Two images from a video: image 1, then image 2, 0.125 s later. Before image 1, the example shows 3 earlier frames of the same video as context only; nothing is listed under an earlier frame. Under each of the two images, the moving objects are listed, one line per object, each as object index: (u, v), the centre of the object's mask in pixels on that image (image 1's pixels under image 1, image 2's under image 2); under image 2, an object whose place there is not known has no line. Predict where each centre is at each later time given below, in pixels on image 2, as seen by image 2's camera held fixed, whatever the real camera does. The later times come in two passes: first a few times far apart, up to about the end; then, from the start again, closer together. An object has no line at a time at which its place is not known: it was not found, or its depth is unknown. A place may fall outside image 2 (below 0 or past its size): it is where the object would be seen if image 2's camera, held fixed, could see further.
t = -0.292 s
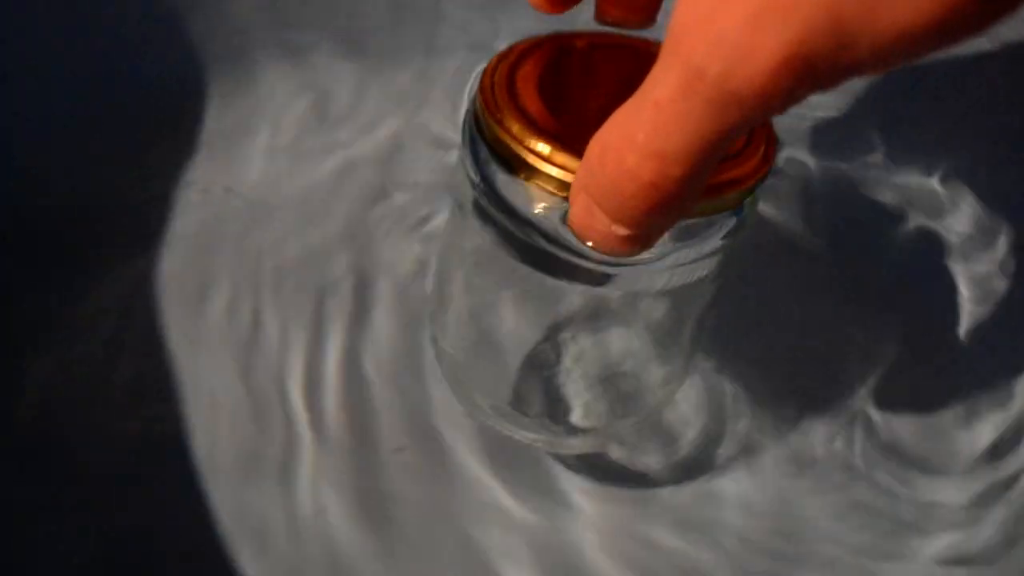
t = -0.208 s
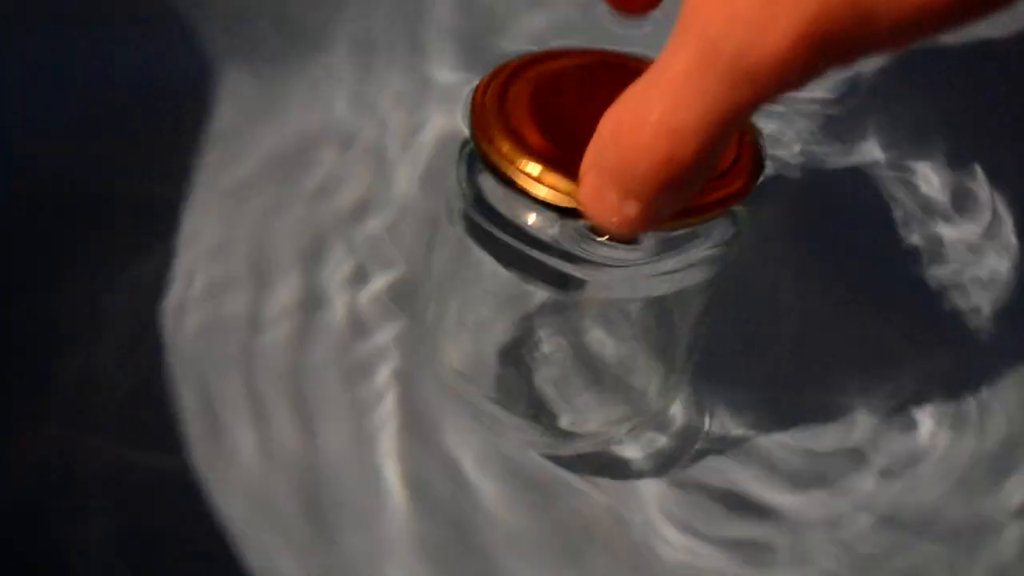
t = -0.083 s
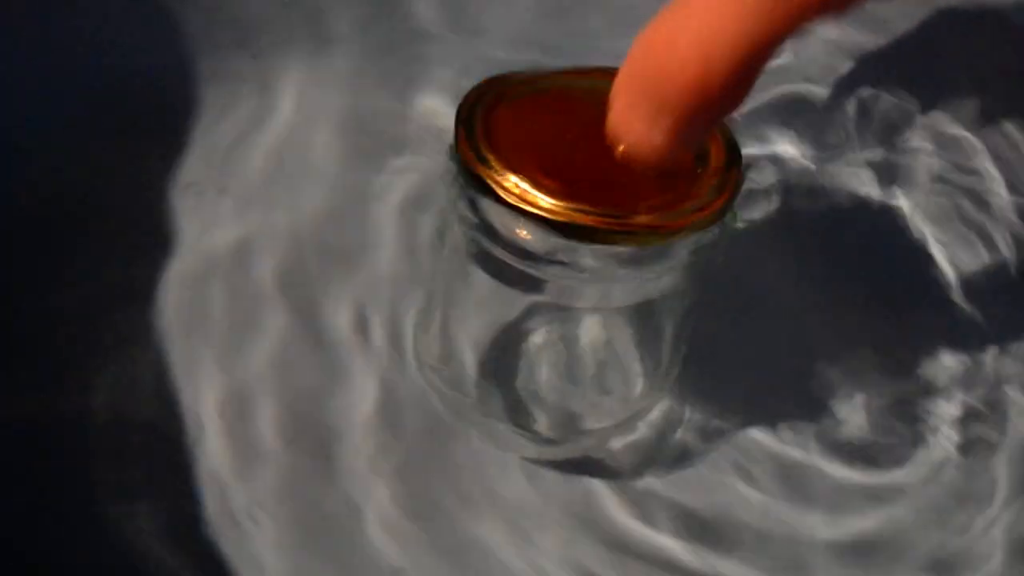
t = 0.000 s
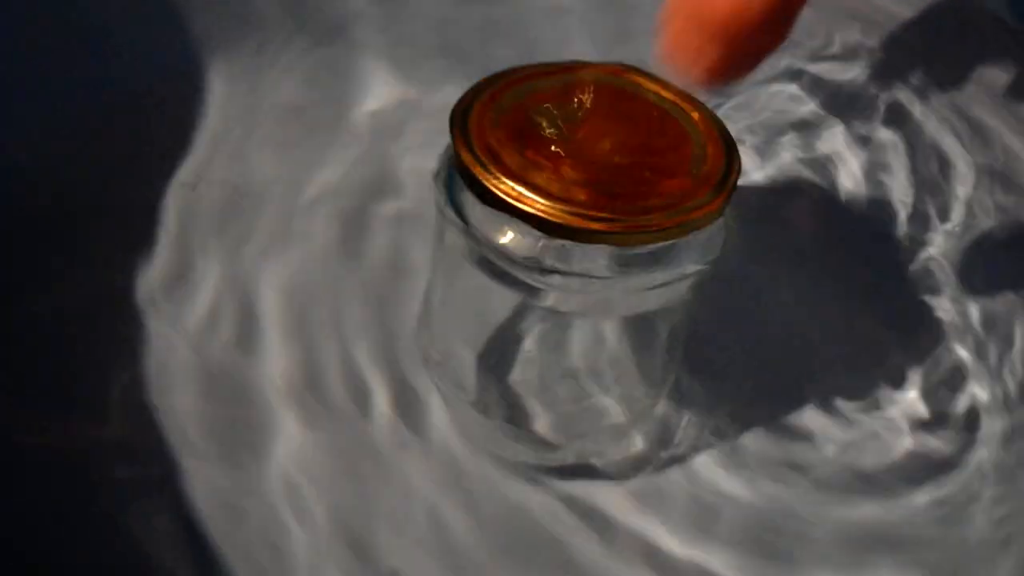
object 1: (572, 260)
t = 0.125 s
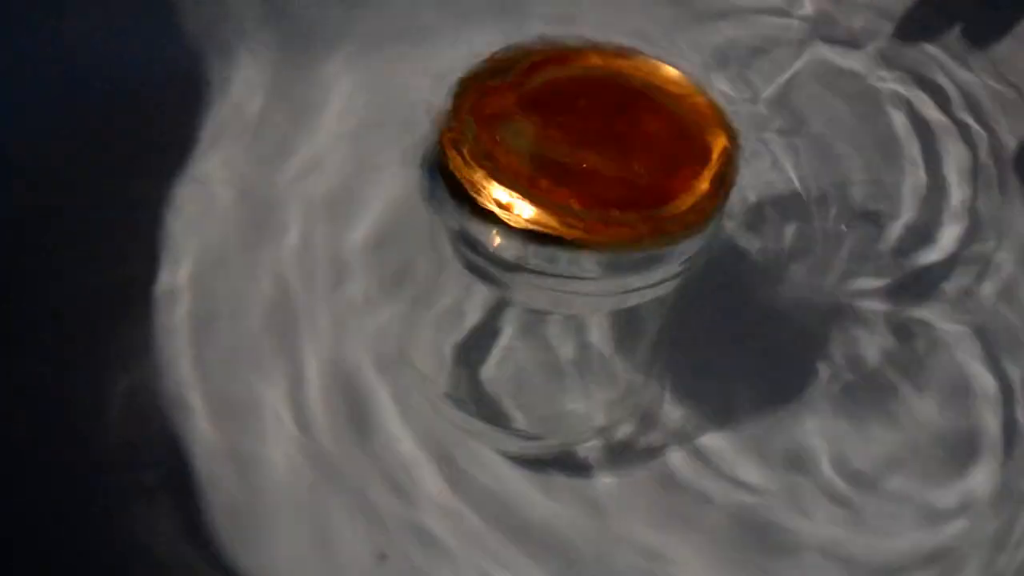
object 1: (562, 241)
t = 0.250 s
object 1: (553, 254)
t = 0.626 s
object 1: (557, 255)
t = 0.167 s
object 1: (557, 252)
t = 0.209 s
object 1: (558, 252)
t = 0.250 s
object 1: (553, 254)
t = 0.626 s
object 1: (557, 255)
